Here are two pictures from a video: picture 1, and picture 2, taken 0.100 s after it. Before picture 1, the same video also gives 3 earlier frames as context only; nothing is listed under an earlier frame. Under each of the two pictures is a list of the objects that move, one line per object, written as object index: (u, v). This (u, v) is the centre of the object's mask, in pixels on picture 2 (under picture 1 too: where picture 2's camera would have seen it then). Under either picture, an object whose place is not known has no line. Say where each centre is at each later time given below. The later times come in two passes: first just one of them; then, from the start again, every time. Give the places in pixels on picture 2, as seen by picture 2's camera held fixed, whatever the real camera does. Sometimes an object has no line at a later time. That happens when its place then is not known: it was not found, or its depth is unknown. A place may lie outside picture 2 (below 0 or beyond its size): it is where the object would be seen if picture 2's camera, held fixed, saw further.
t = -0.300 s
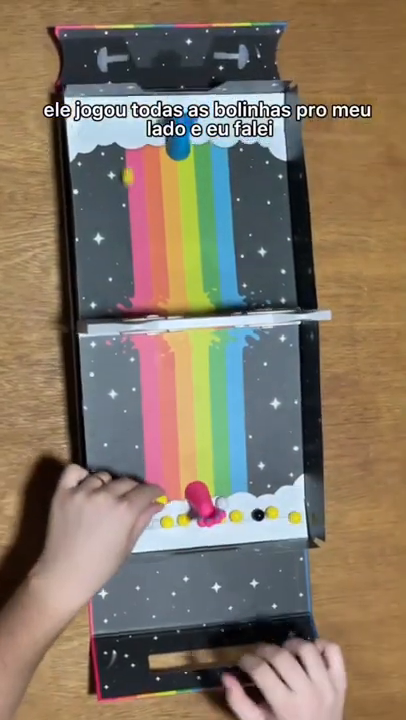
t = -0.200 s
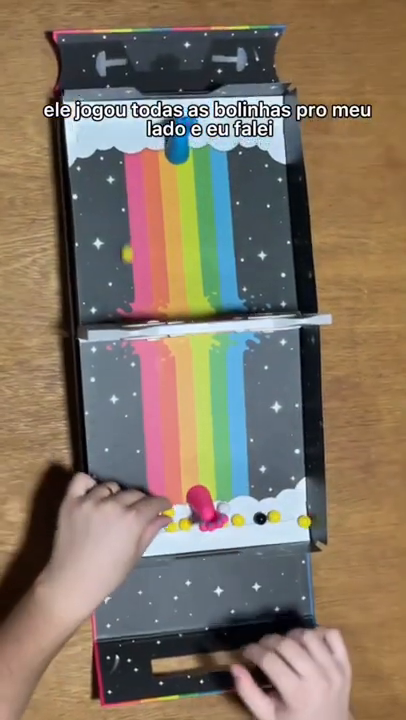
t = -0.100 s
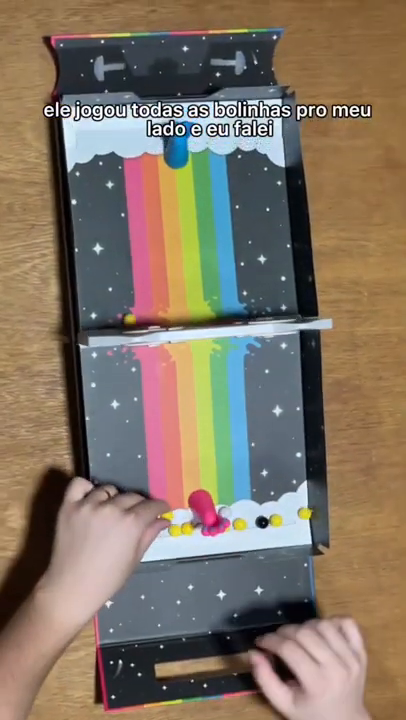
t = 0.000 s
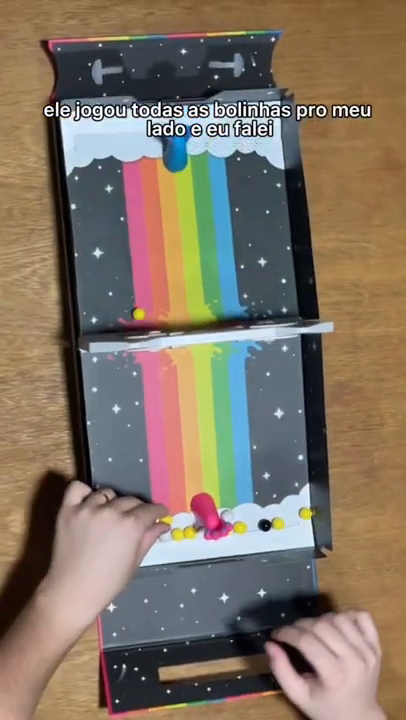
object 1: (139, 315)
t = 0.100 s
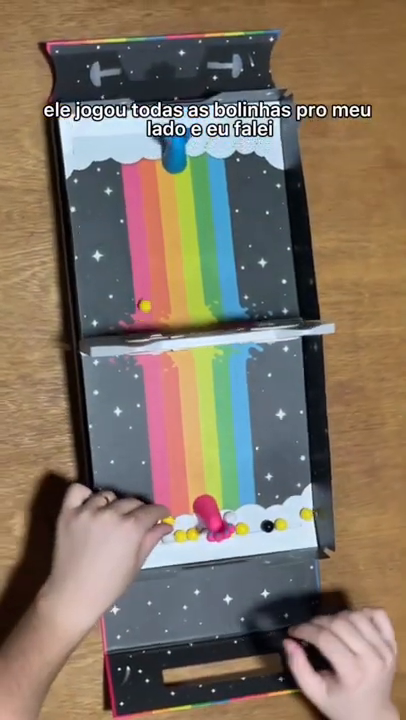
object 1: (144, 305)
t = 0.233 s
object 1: (145, 282)
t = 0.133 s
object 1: (145, 300)
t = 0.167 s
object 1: (146, 295)
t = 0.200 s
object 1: (145, 288)
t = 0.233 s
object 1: (145, 282)
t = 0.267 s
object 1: (145, 275)
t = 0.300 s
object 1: (145, 267)
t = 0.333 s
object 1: (144, 259)
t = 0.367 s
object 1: (143, 250)
